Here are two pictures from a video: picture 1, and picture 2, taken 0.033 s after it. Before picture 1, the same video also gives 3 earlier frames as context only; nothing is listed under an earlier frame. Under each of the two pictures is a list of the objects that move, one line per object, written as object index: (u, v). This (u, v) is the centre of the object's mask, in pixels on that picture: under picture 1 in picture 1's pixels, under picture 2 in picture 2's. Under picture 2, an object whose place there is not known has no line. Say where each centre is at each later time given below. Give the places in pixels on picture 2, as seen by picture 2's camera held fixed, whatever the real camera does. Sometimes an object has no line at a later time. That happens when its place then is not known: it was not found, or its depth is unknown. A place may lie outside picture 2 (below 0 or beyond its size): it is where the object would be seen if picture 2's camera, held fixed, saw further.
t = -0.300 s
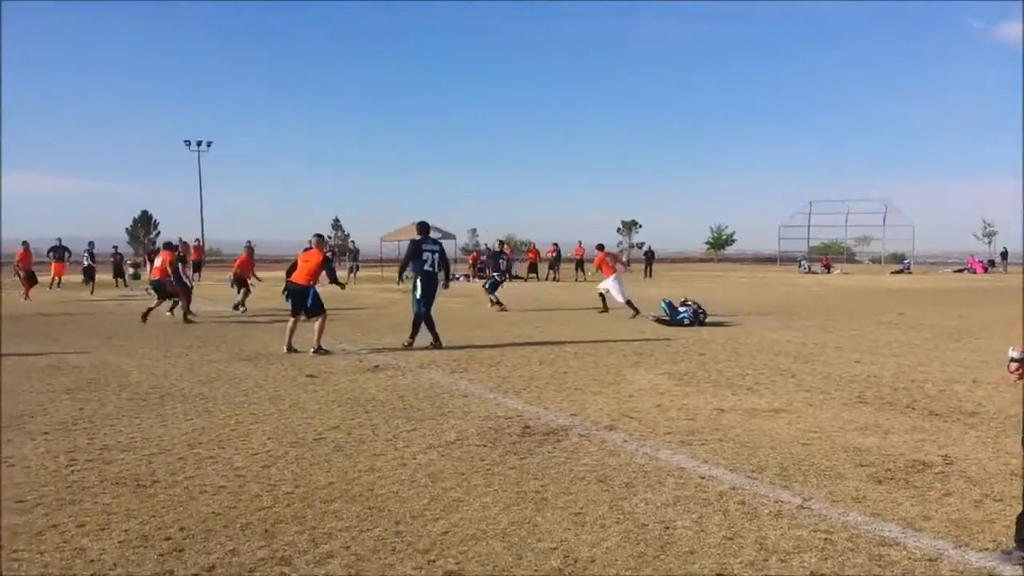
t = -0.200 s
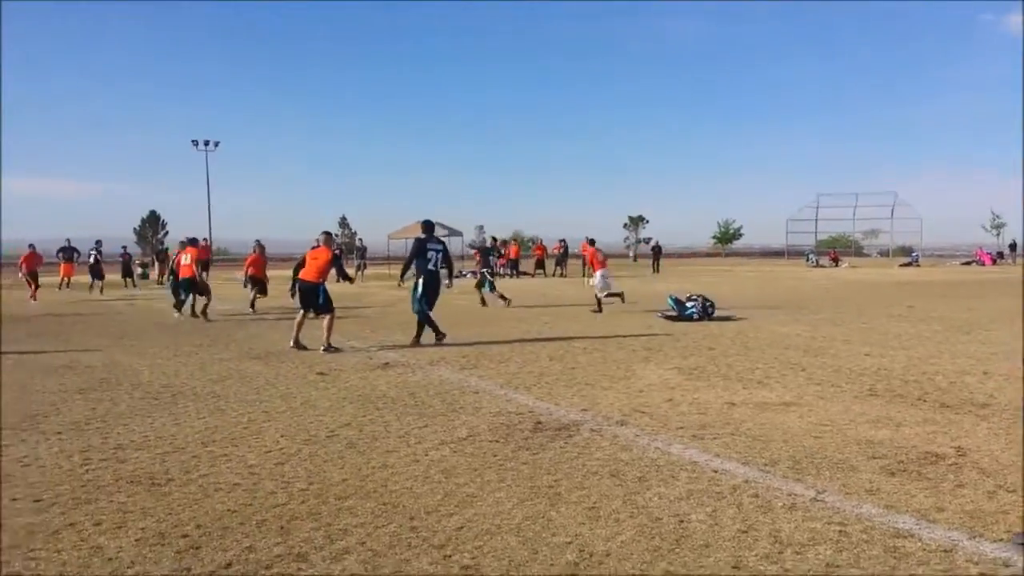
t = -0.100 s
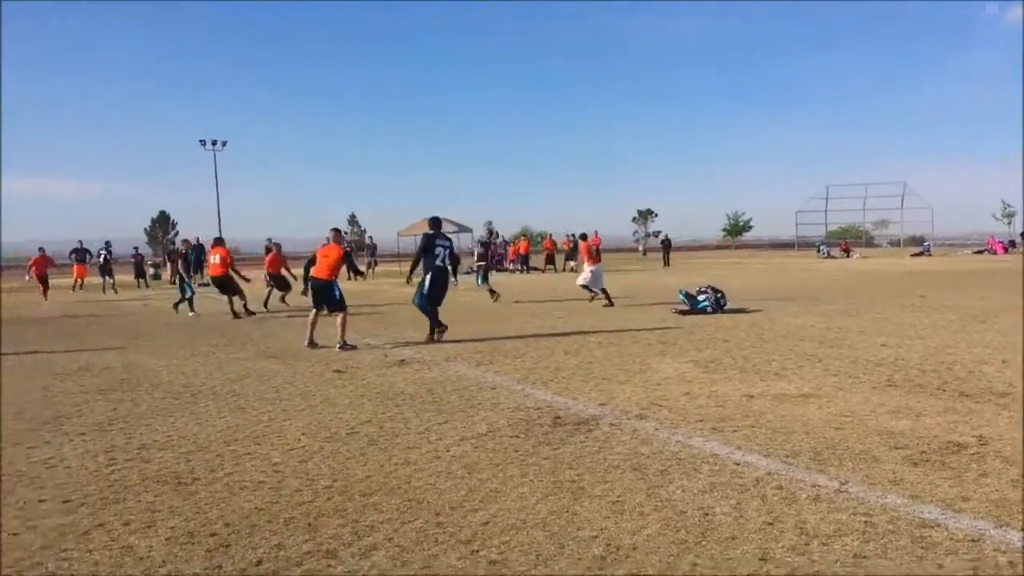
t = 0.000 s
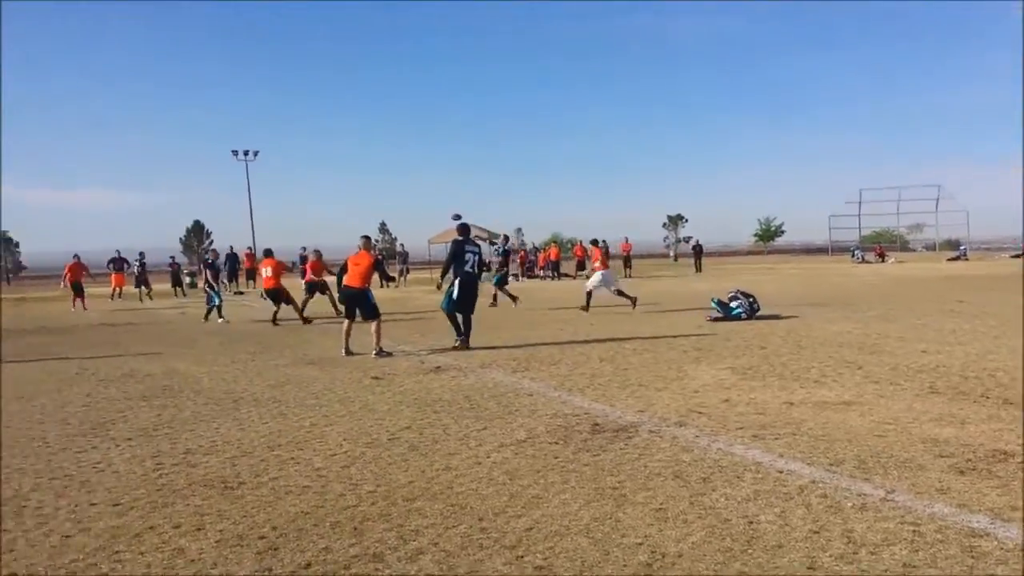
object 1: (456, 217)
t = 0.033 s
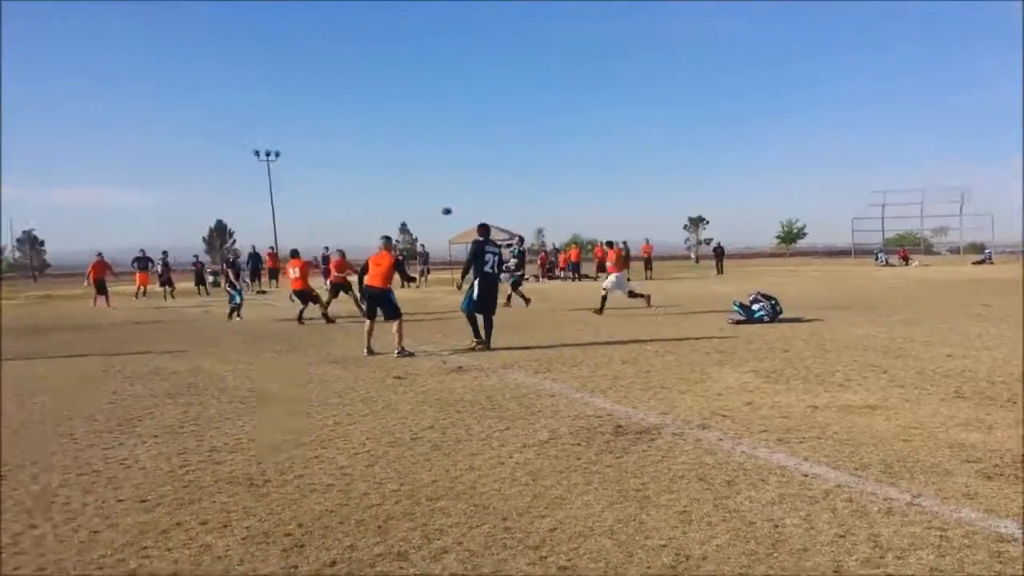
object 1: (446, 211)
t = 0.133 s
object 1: (340, 189)
